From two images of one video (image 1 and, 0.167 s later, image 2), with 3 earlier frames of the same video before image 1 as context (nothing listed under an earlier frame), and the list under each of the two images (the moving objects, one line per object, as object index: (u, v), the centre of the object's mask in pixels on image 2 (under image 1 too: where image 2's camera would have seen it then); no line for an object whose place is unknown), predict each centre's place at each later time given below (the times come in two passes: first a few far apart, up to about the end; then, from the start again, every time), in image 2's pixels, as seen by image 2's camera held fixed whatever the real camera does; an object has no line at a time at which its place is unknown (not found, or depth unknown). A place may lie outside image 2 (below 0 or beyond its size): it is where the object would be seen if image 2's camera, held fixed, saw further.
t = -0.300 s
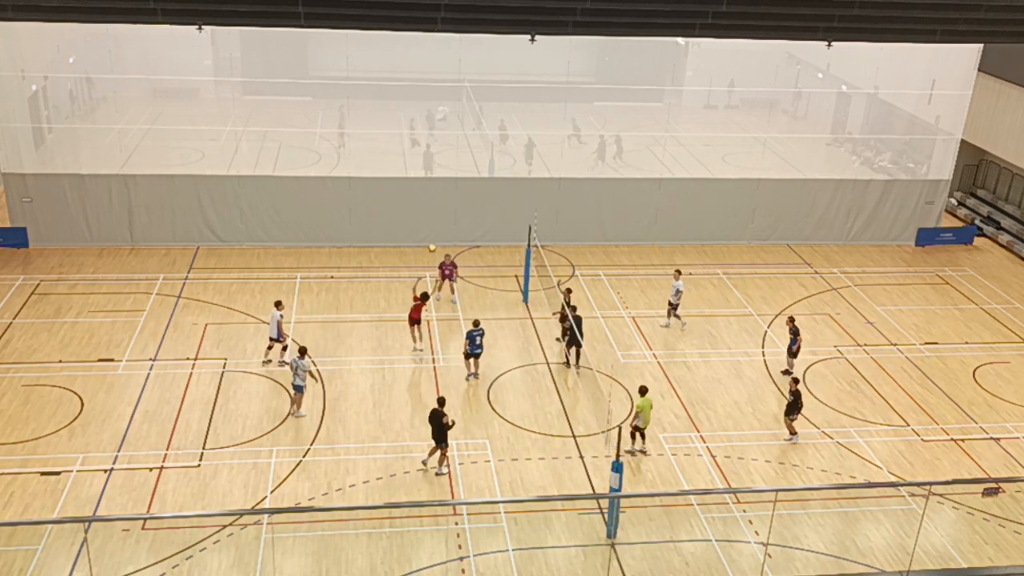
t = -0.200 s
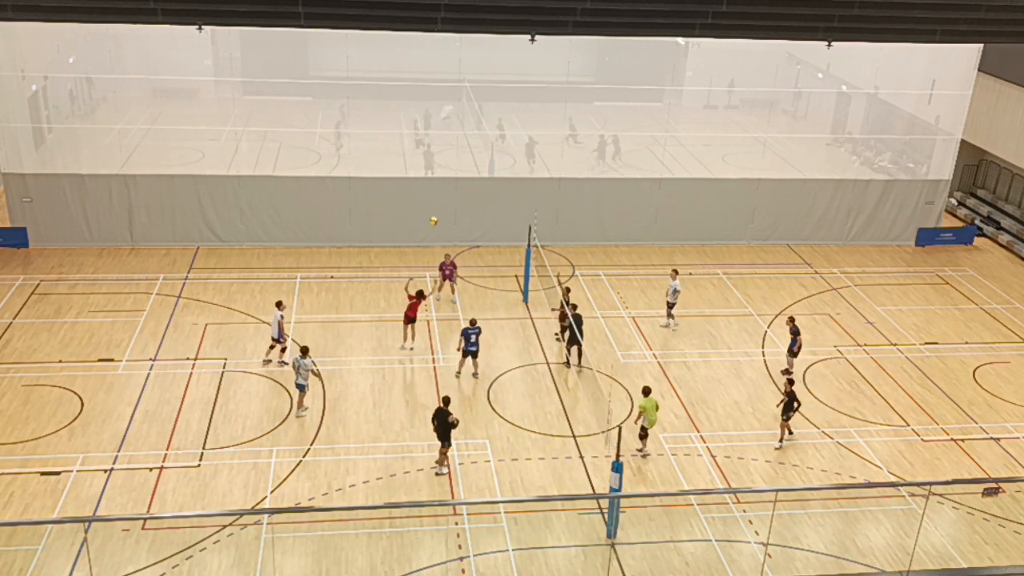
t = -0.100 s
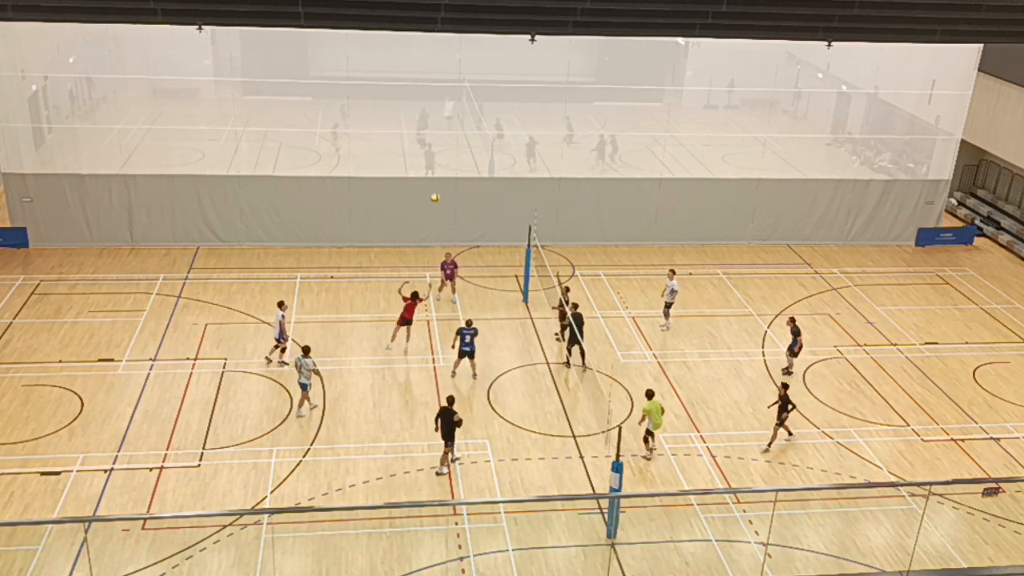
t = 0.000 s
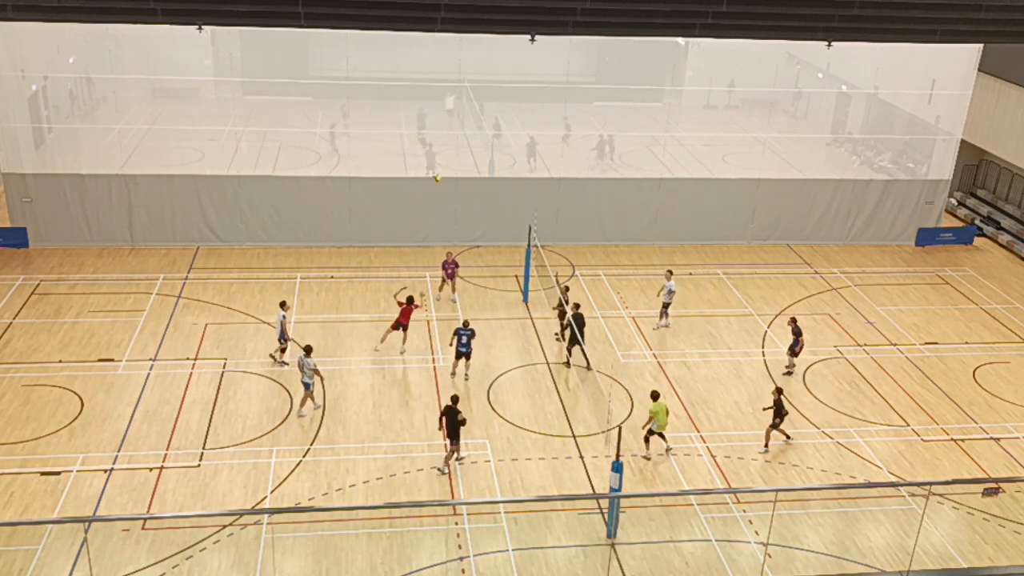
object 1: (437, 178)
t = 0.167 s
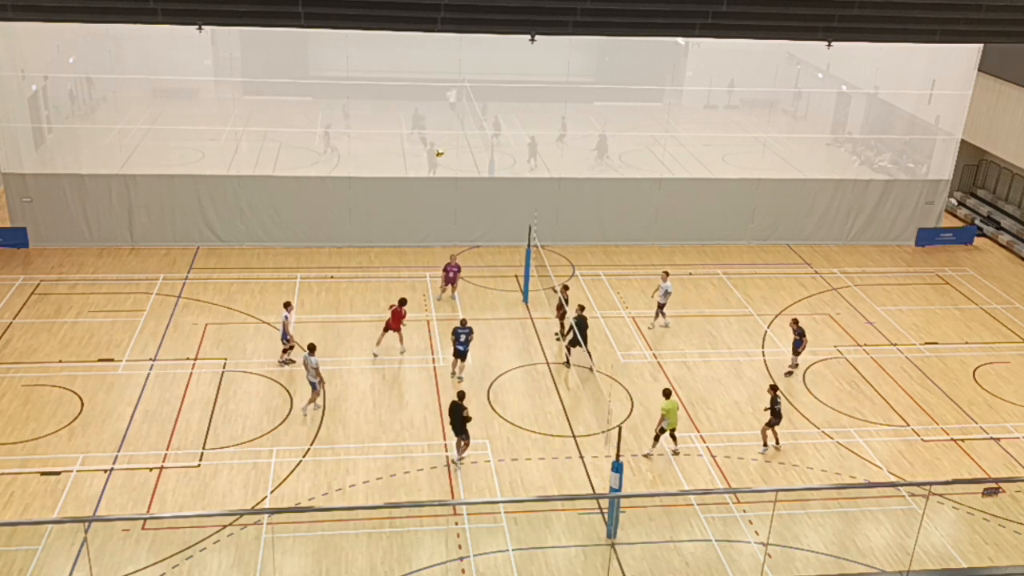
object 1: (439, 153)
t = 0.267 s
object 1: (440, 143)
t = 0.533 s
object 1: (444, 136)
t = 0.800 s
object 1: (446, 157)
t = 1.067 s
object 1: (448, 201)
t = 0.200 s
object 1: (440, 149)
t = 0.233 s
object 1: (440, 146)
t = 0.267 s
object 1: (440, 143)
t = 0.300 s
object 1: (441, 141)
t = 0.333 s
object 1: (441, 139)
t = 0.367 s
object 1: (442, 137)
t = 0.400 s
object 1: (442, 136)
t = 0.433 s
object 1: (442, 136)
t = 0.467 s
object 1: (443, 136)
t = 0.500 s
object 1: (444, 136)
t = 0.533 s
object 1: (444, 136)
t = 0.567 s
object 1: (444, 137)
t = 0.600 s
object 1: (445, 139)
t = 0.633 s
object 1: (445, 141)
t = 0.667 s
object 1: (446, 143)
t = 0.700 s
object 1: (446, 145)
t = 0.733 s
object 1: (446, 149)
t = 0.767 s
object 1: (446, 152)
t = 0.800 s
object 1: (446, 157)
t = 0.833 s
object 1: (447, 161)
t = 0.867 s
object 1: (447, 165)
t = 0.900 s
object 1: (447, 171)
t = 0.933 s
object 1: (448, 177)
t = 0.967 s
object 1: (449, 182)
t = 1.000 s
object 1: (449, 188)
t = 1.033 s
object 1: (449, 194)
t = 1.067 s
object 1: (448, 201)
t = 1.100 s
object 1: (449, 209)
